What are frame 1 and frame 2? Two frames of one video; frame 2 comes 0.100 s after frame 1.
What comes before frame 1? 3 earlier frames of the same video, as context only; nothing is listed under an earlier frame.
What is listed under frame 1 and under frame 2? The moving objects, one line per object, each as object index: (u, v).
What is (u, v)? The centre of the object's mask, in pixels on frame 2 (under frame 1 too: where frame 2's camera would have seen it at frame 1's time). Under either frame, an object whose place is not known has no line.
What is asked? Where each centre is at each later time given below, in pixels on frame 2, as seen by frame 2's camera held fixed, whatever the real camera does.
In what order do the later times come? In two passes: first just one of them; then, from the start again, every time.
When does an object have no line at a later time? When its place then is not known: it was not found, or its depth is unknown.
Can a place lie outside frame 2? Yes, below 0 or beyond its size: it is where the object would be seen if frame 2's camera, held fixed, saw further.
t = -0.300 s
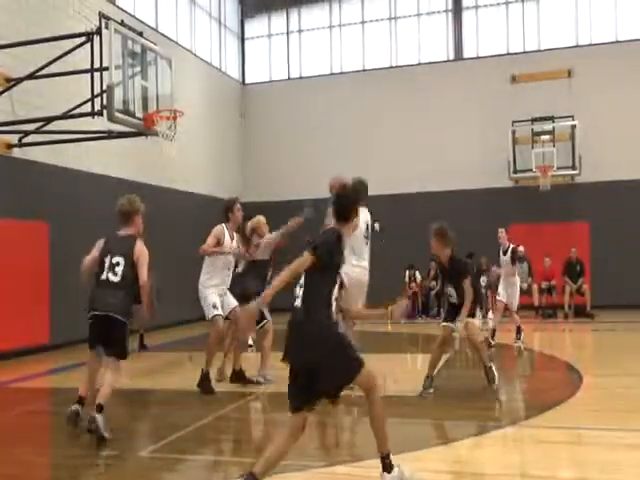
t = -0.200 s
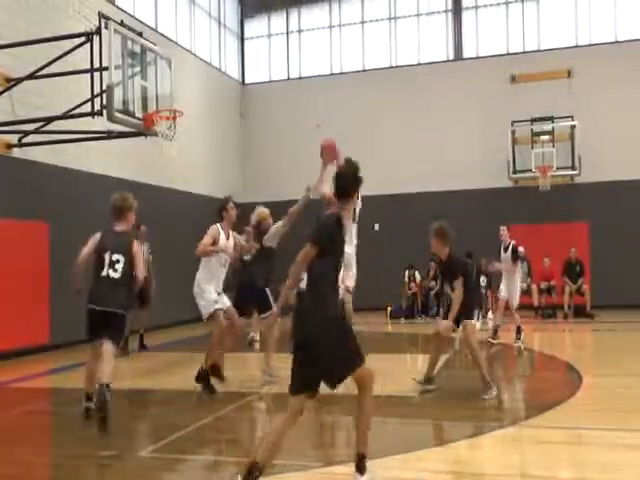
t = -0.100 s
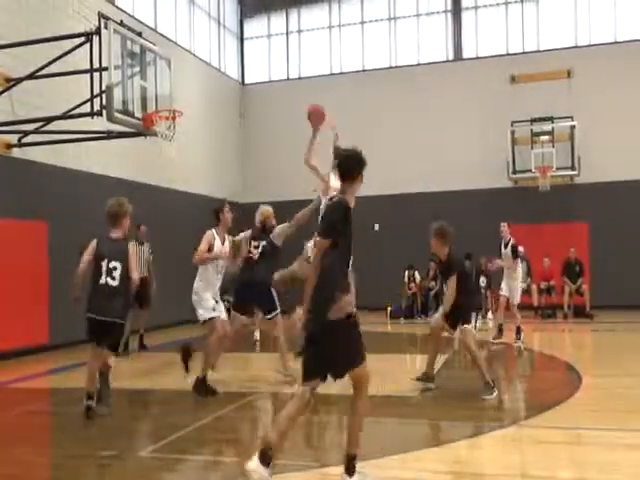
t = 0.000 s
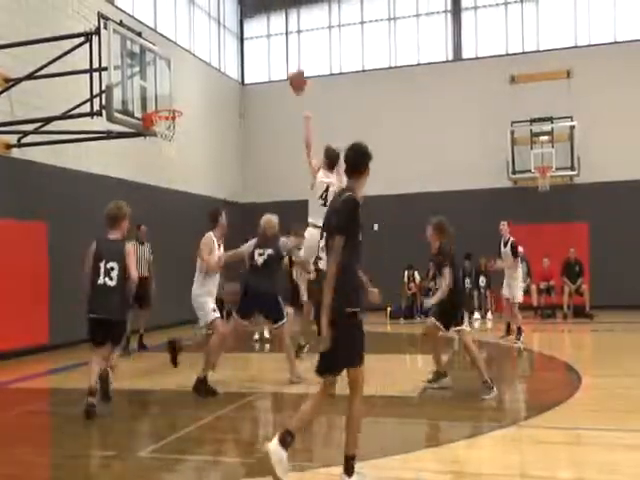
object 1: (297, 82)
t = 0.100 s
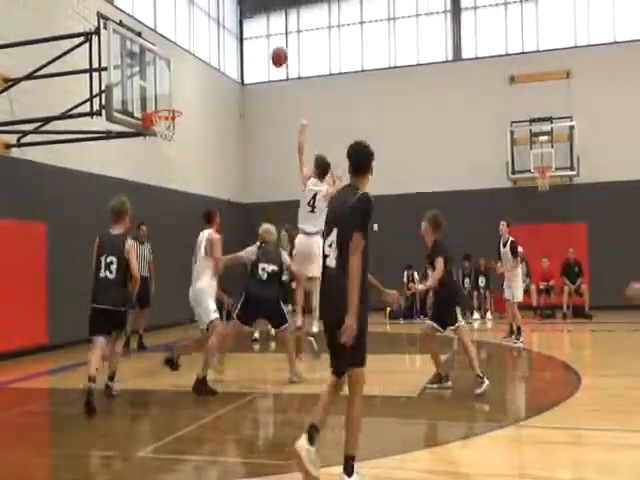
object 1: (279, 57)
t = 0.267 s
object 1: (250, 40)
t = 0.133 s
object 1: (273, 52)
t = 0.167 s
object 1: (267, 47)
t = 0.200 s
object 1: (262, 44)
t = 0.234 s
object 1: (256, 42)
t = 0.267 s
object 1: (250, 40)
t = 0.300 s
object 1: (246, 40)
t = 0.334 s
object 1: (240, 40)
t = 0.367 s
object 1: (236, 42)
